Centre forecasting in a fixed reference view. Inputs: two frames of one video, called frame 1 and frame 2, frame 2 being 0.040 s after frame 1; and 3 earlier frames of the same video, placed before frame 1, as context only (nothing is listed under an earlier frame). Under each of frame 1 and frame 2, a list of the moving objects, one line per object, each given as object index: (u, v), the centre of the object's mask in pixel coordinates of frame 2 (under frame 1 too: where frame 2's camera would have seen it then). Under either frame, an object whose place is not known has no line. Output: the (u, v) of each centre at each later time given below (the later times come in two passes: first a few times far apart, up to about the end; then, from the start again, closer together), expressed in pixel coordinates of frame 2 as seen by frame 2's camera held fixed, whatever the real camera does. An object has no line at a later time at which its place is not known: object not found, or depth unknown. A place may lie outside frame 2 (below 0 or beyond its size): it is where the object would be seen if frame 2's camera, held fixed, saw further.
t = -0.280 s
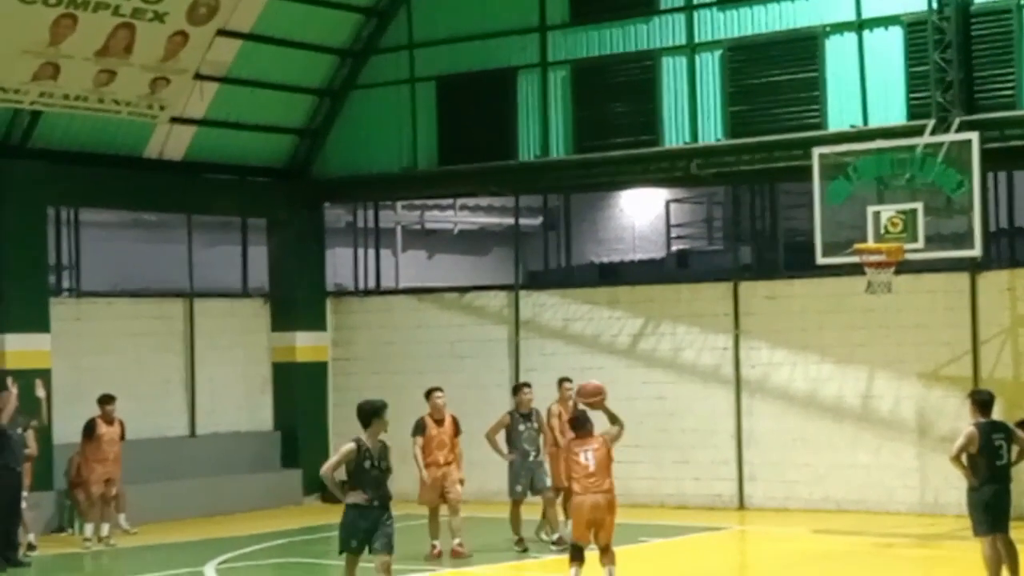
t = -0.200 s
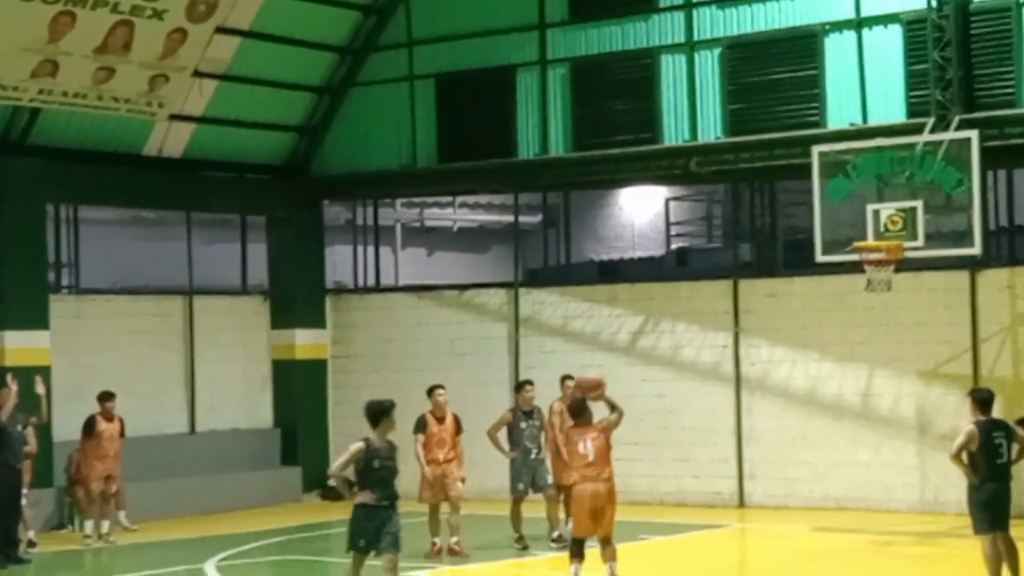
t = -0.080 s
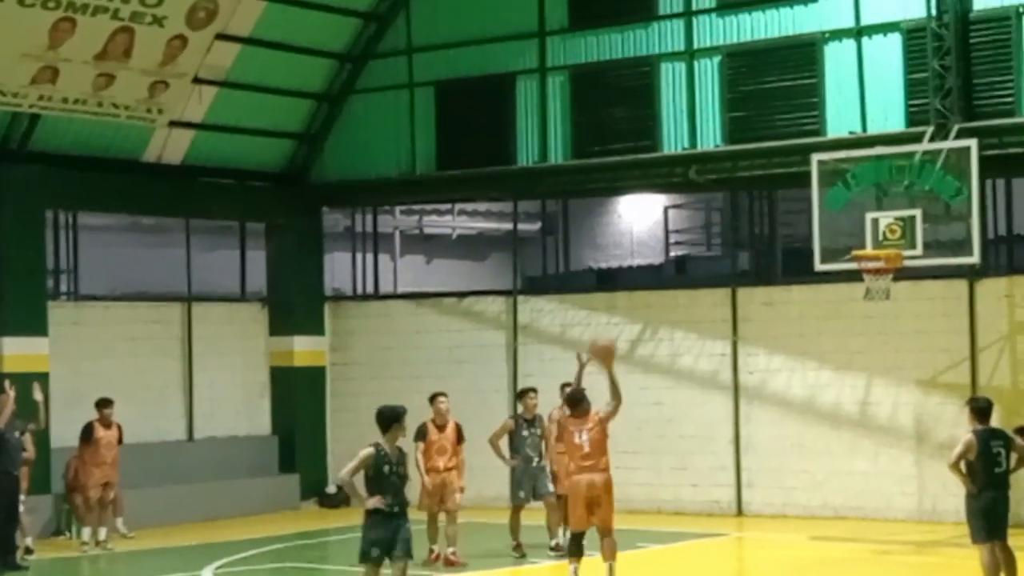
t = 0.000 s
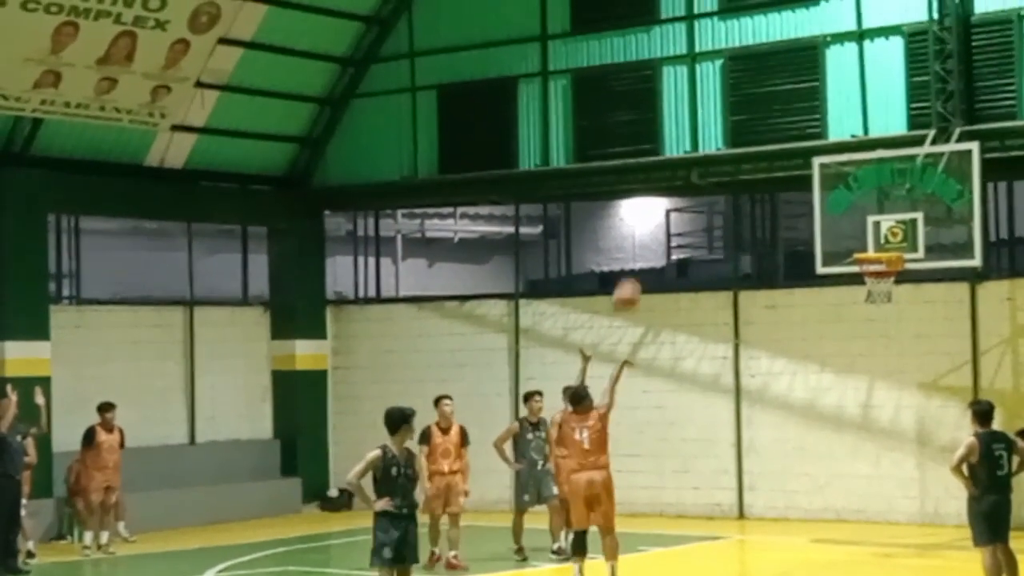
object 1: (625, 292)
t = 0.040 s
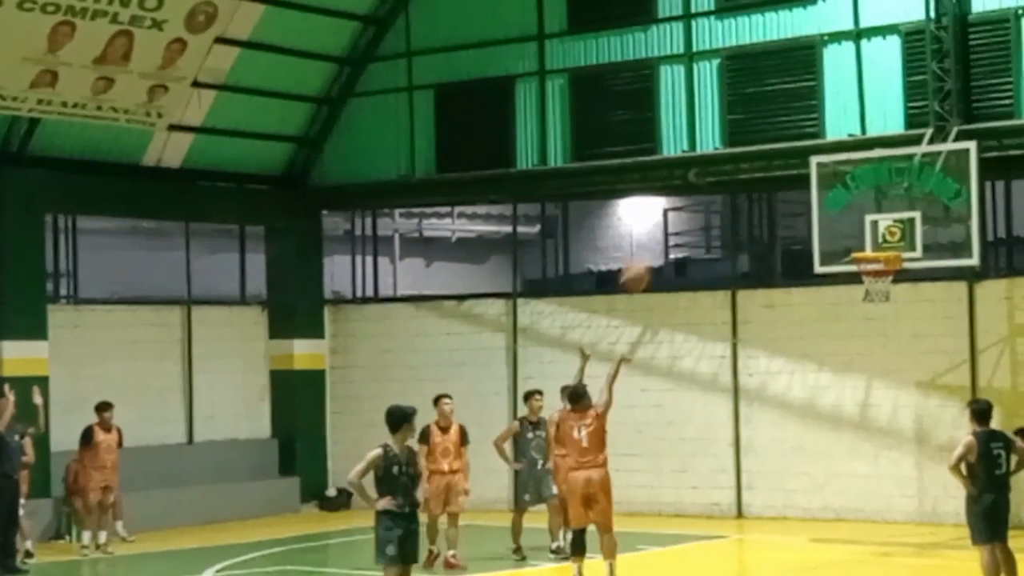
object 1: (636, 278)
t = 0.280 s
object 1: (699, 172)
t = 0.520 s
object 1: (757, 138)
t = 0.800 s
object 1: (821, 176)
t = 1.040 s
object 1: (866, 244)
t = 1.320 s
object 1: (884, 289)
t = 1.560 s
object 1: (882, 361)
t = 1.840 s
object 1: (883, 515)
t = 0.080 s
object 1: (647, 251)
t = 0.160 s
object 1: (669, 211)
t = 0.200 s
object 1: (680, 196)
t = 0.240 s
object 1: (689, 183)
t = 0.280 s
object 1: (699, 172)
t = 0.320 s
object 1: (709, 162)
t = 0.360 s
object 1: (720, 153)
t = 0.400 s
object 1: (729, 147)
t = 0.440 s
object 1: (739, 142)
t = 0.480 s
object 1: (748, 139)
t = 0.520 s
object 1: (757, 138)
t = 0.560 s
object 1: (766, 139)
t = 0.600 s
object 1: (776, 141)
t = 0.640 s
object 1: (784, 145)
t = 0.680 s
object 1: (794, 151)
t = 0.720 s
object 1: (802, 158)
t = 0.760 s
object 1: (810, 165)
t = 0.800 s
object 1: (821, 176)
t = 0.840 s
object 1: (828, 185)
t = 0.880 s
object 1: (837, 198)
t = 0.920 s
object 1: (847, 212)
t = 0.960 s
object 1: (854, 229)
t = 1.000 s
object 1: (862, 243)
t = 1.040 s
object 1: (866, 244)
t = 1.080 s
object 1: (873, 246)
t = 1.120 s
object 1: (878, 249)
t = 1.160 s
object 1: (888, 266)
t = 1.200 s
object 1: (881, 268)
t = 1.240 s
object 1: (882, 272)
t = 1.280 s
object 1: (884, 282)
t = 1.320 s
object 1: (884, 289)
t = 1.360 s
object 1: (885, 297)
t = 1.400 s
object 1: (885, 307)
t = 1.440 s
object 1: (882, 318)
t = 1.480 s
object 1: (881, 330)
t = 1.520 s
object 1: (881, 344)
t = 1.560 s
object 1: (882, 361)
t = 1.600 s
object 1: (881, 377)
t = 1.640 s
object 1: (882, 397)
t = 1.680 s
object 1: (882, 420)
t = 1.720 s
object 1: (882, 440)
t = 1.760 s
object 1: (882, 463)
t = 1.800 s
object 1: (883, 489)
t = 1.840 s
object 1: (883, 515)
